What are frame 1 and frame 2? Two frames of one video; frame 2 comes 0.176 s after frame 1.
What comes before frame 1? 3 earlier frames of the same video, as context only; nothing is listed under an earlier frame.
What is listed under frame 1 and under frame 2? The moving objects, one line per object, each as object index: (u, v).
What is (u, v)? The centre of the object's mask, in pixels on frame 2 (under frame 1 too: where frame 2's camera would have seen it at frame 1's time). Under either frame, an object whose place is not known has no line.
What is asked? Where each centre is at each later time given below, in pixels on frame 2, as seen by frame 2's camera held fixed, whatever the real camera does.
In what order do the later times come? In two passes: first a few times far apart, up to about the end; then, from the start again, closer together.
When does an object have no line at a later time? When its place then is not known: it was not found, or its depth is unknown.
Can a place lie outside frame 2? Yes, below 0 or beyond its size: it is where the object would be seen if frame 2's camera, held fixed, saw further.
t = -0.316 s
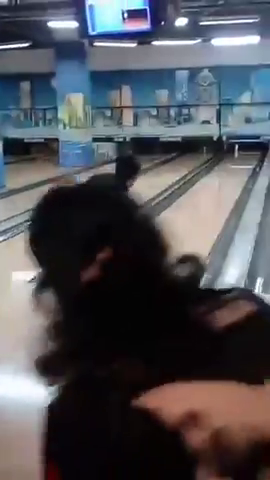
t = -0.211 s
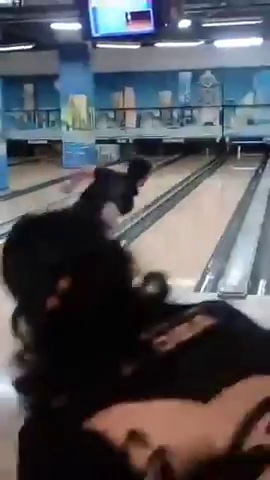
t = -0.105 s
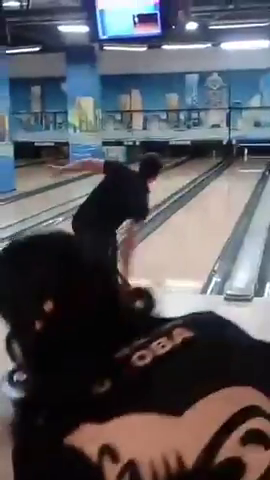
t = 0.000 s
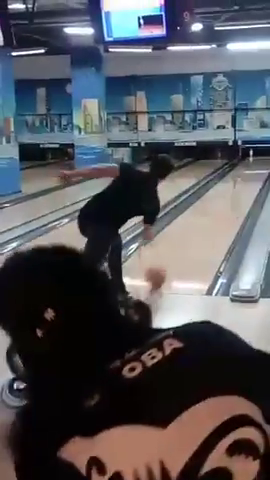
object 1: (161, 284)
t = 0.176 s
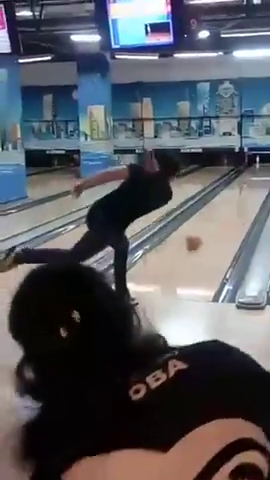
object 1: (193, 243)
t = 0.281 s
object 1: (203, 229)
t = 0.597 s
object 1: (224, 200)
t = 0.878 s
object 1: (236, 186)
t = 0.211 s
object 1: (197, 237)
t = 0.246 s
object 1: (200, 233)
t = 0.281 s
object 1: (203, 229)
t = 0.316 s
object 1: (206, 225)
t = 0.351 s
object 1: (209, 222)
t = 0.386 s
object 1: (212, 218)
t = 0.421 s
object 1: (215, 215)
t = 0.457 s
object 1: (217, 211)
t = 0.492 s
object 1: (219, 209)
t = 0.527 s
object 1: (221, 206)
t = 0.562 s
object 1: (222, 203)
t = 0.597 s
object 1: (224, 200)
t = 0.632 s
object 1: (226, 199)
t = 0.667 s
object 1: (228, 196)
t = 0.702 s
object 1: (230, 194)
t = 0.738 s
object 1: (231, 192)
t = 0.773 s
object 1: (233, 191)
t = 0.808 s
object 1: (233, 189)
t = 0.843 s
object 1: (235, 189)
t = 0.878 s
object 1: (236, 186)
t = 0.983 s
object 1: (239, 183)
